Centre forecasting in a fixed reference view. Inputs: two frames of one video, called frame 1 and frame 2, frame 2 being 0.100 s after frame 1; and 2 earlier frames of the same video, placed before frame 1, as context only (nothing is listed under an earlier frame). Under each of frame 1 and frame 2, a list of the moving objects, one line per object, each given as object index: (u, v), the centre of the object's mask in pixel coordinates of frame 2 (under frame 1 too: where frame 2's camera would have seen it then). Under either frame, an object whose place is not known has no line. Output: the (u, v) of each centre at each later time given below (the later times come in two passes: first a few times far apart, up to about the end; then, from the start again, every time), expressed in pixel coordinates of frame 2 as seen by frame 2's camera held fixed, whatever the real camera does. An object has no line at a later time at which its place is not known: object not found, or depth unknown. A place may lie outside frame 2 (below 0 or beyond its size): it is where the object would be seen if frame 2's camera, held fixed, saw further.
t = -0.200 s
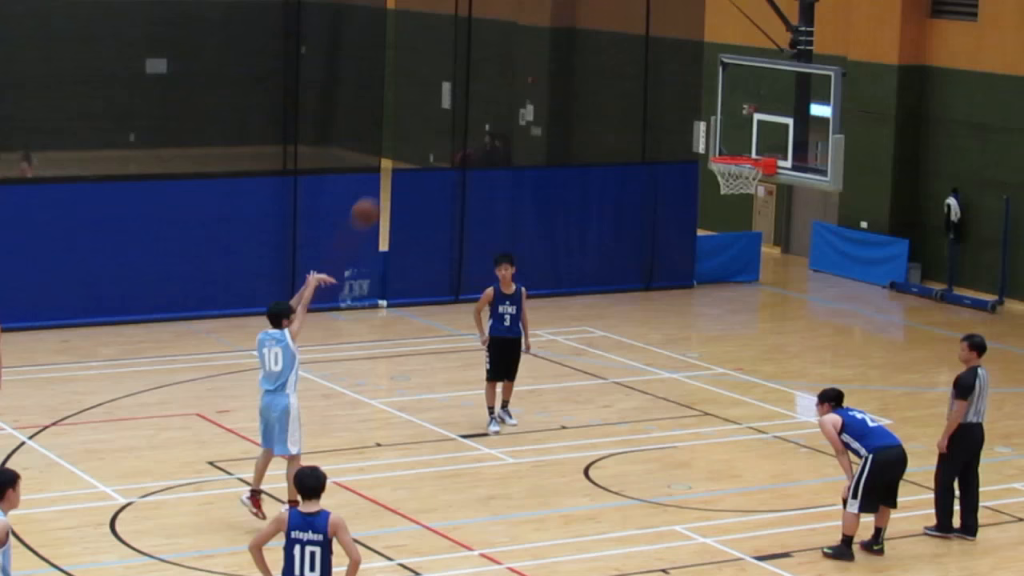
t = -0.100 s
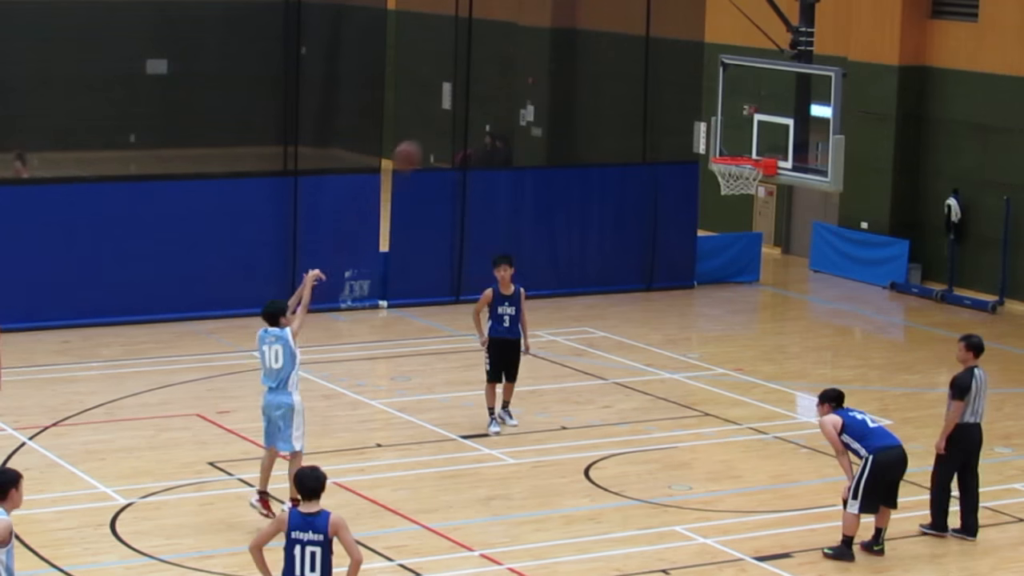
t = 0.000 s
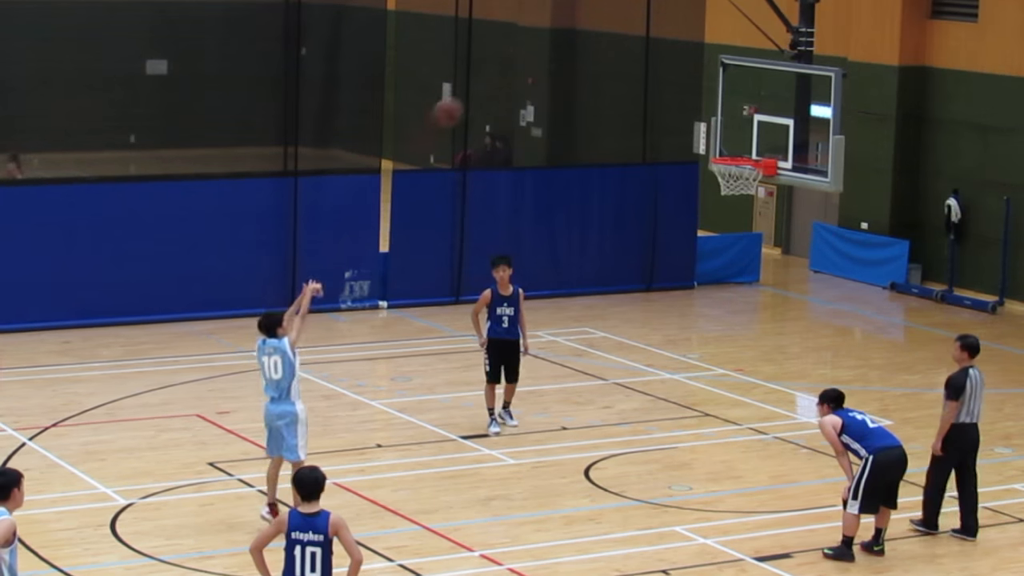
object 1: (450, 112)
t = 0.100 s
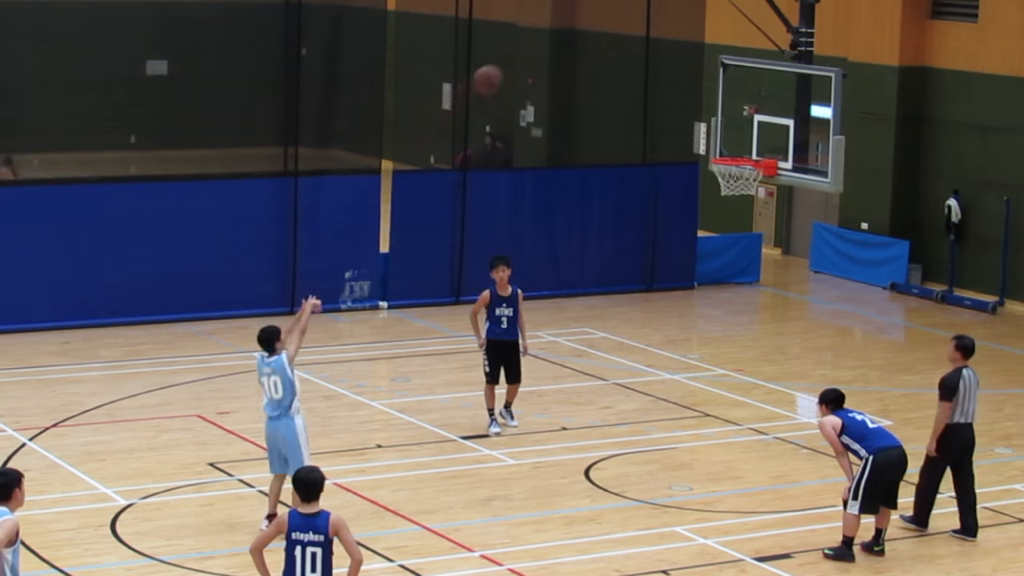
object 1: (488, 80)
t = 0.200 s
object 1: (529, 58)
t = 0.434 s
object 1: (613, 53)
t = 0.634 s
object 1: (676, 94)
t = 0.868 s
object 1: (737, 141)
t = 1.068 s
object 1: (752, 135)
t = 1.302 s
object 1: (728, 143)
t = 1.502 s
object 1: (736, 147)
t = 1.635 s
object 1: (742, 169)
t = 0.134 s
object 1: (501, 71)
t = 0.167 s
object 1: (517, 63)
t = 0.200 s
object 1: (529, 58)
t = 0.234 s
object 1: (541, 53)
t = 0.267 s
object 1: (551, 51)
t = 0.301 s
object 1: (565, 49)
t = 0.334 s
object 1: (579, 48)
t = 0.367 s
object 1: (591, 48)
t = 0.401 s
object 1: (602, 50)
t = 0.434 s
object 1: (613, 53)
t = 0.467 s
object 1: (624, 57)
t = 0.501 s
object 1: (635, 63)
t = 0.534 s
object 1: (644, 69)
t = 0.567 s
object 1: (655, 76)
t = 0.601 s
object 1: (665, 84)
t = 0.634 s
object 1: (676, 94)
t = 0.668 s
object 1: (686, 105)
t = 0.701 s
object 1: (696, 116)
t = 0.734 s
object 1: (705, 128)
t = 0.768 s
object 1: (718, 144)
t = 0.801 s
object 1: (725, 147)
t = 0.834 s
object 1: (732, 144)
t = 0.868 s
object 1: (737, 141)
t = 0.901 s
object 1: (746, 137)
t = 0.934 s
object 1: (751, 136)
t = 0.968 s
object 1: (759, 136)
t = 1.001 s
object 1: (761, 136)
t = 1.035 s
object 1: (758, 135)
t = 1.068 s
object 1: (752, 135)
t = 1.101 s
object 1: (745, 135)
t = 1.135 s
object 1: (739, 138)
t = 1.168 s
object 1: (735, 142)
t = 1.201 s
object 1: (727, 146)
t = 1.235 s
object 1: (725, 148)
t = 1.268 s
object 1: (727, 145)
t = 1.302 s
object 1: (728, 143)
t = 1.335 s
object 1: (729, 142)
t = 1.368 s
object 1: (730, 141)
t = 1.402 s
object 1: (733, 142)
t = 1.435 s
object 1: (733, 143)
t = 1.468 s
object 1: (734, 144)
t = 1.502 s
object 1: (736, 147)
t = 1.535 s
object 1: (738, 150)
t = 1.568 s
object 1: (739, 154)
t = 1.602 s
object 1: (741, 161)
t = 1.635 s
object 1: (742, 169)
